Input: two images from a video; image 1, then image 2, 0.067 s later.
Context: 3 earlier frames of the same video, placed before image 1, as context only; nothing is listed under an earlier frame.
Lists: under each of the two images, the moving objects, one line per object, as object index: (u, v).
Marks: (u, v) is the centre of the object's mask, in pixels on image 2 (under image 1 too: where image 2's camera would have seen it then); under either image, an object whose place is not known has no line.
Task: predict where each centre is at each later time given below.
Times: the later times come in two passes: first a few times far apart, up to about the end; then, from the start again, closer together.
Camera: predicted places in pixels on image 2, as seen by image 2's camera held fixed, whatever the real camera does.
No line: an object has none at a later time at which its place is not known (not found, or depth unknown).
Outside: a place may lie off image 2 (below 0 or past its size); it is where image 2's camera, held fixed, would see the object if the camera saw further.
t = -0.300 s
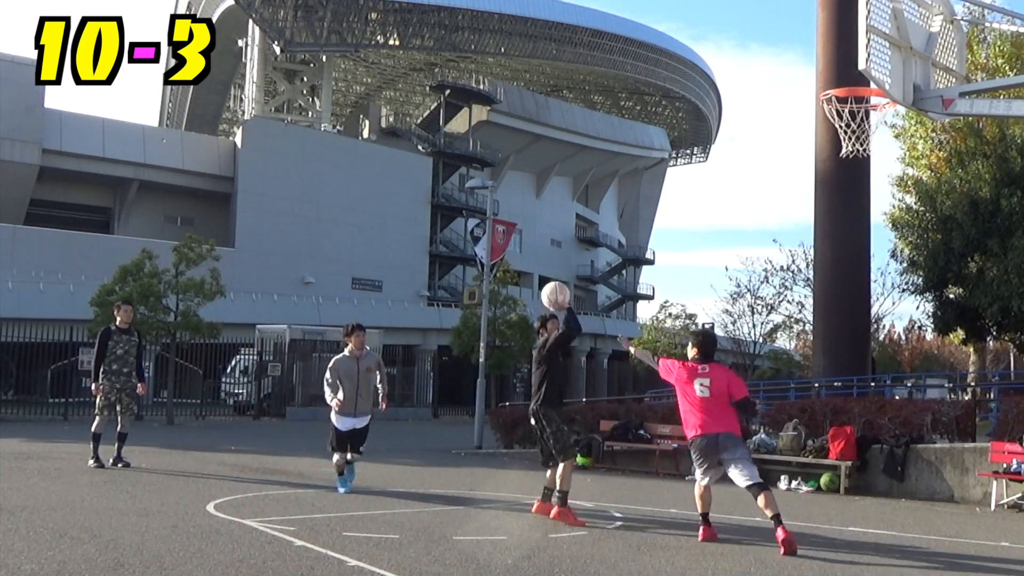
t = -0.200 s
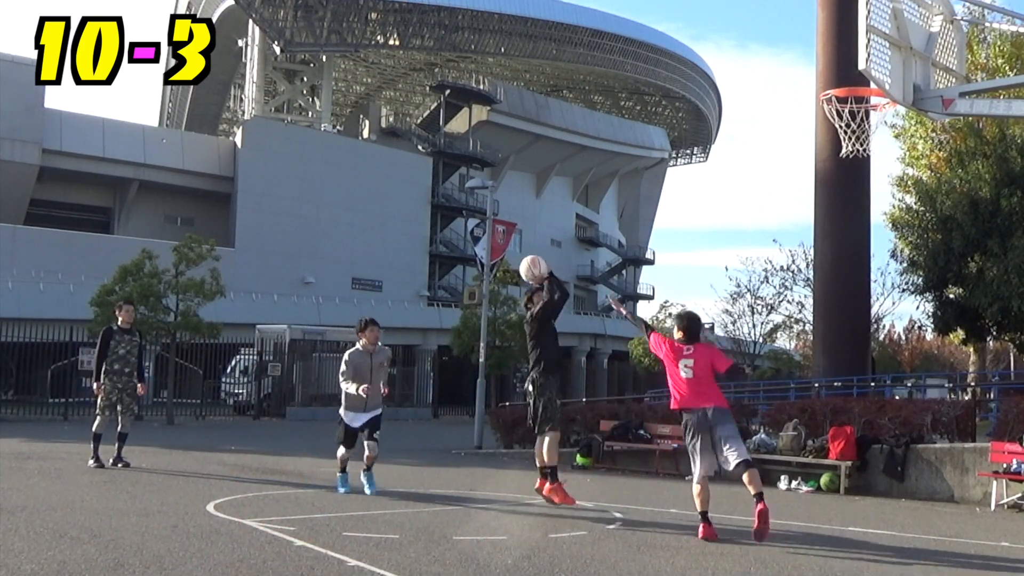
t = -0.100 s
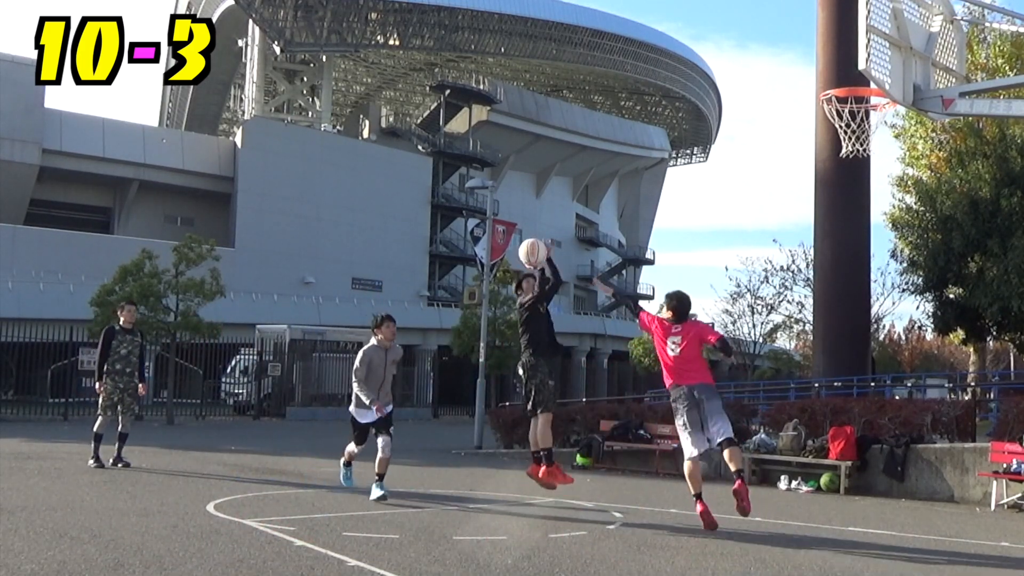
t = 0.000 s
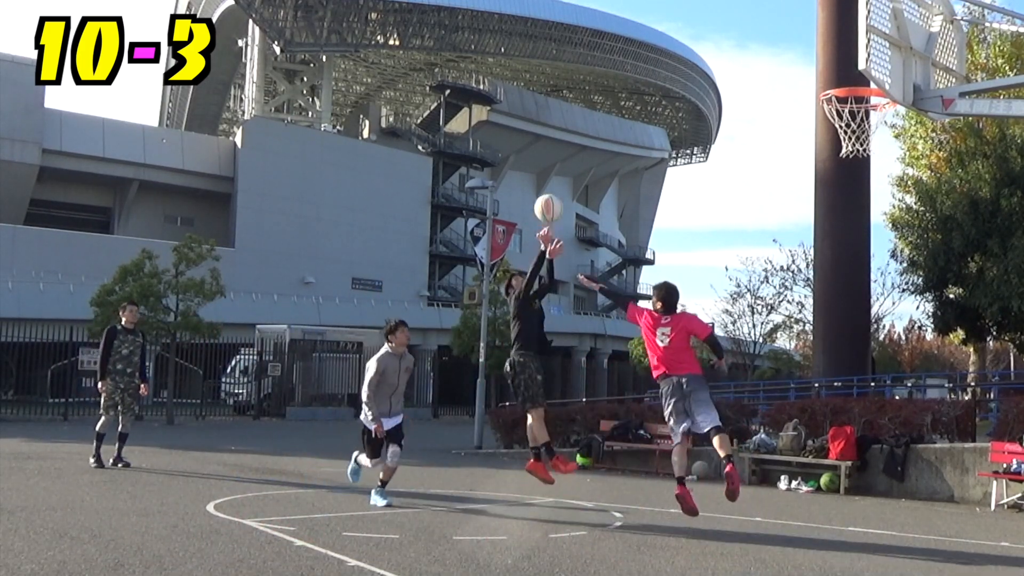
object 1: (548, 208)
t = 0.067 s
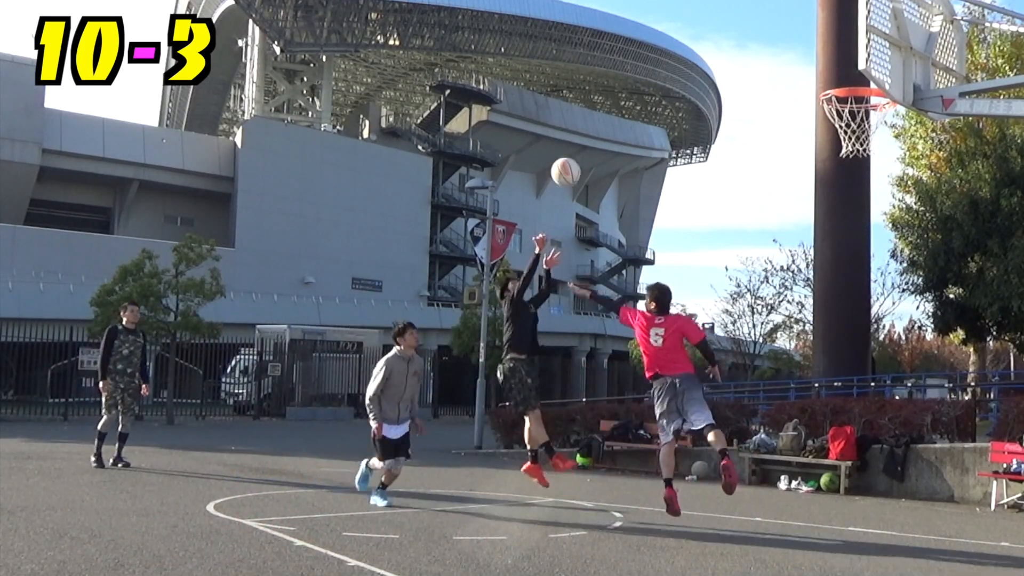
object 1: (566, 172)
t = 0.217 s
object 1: (606, 105)
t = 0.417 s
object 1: (663, 51)
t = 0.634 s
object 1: (733, 43)
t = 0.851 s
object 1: (818, 105)
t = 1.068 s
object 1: (913, 259)
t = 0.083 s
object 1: (570, 163)
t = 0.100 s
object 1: (574, 156)
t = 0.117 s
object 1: (579, 147)
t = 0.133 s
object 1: (583, 140)
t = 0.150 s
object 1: (587, 132)
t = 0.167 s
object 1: (592, 125)
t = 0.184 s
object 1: (597, 118)
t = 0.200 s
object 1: (601, 111)
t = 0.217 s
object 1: (606, 105)
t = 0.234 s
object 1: (610, 99)
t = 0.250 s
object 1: (615, 93)
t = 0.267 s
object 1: (620, 88)
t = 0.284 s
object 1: (624, 82)
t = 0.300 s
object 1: (629, 77)
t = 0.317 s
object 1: (634, 73)
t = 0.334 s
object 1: (639, 68)
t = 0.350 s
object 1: (643, 64)
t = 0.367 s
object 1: (648, 60)
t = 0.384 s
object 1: (653, 57)
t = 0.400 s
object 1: (658, 54)
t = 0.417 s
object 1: (663, 51)
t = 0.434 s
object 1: (668, 48)
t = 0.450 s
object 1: (673, 46)
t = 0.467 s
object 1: (678, 44)
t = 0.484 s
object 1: (683, 42)
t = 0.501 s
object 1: (689, 41)
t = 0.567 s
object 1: (710, 39)
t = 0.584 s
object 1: (716, 39)
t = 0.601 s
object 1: (721, 40)
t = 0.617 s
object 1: (727, 41)
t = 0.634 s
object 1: (733, 43)
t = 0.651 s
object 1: (739, 45)
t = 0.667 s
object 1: (745, 47)
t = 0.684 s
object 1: (751, 50)
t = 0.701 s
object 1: (757, 54)
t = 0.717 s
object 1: (764, 57)
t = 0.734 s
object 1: (771, 62)
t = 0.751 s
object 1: (777, 66)
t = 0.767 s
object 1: (784, 72)
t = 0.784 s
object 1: (791, 78)
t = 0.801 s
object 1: (798, 84)
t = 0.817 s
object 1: (805, 91)
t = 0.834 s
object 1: (812, 98)
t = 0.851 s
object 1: (818, 105)
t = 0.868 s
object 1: (825, 113)
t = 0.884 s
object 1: (831, 121)
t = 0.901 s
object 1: (836, 131)
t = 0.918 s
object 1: (843, 141)
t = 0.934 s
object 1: (851, 152)
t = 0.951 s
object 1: (858, 163)
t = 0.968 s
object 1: (865, 174)
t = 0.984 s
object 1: (873, 187)
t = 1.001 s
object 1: (880, 200)
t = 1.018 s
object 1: (888, 214)
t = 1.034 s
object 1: (897, 228)
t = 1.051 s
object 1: (905, 243)
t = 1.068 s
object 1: (913, 259)
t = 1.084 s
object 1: (921, 276)
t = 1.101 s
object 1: (930, 293)
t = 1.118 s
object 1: (938, 312)
